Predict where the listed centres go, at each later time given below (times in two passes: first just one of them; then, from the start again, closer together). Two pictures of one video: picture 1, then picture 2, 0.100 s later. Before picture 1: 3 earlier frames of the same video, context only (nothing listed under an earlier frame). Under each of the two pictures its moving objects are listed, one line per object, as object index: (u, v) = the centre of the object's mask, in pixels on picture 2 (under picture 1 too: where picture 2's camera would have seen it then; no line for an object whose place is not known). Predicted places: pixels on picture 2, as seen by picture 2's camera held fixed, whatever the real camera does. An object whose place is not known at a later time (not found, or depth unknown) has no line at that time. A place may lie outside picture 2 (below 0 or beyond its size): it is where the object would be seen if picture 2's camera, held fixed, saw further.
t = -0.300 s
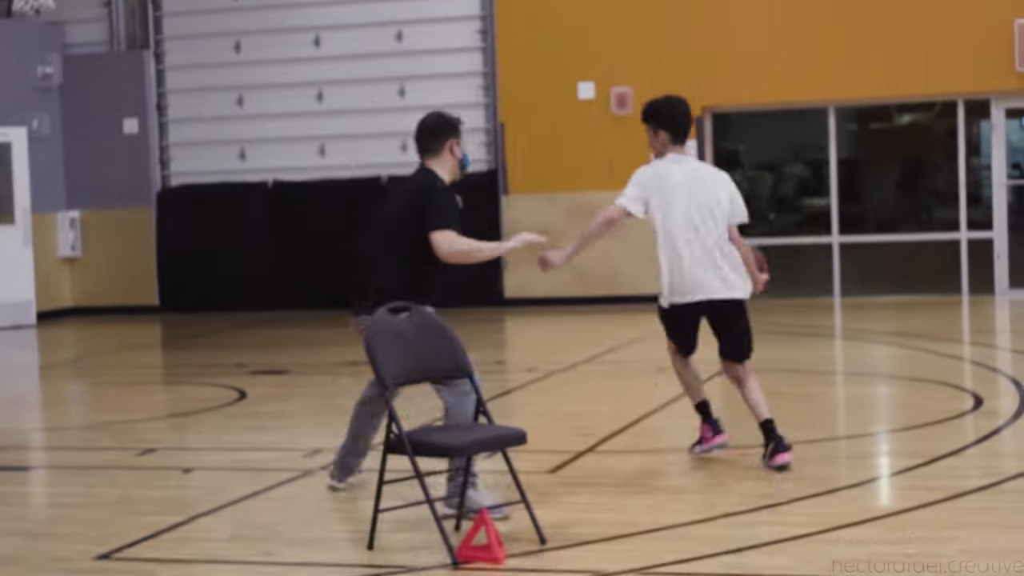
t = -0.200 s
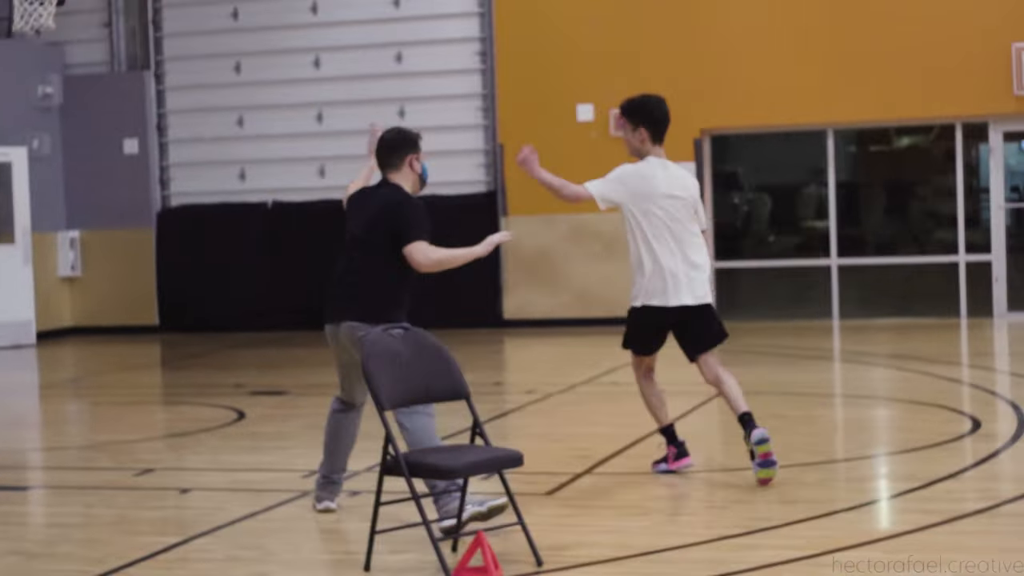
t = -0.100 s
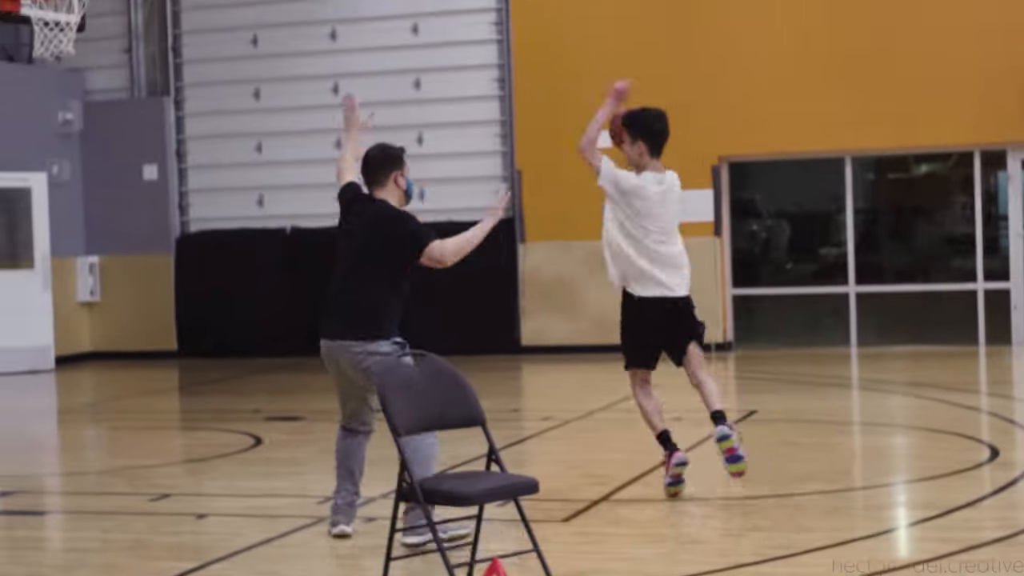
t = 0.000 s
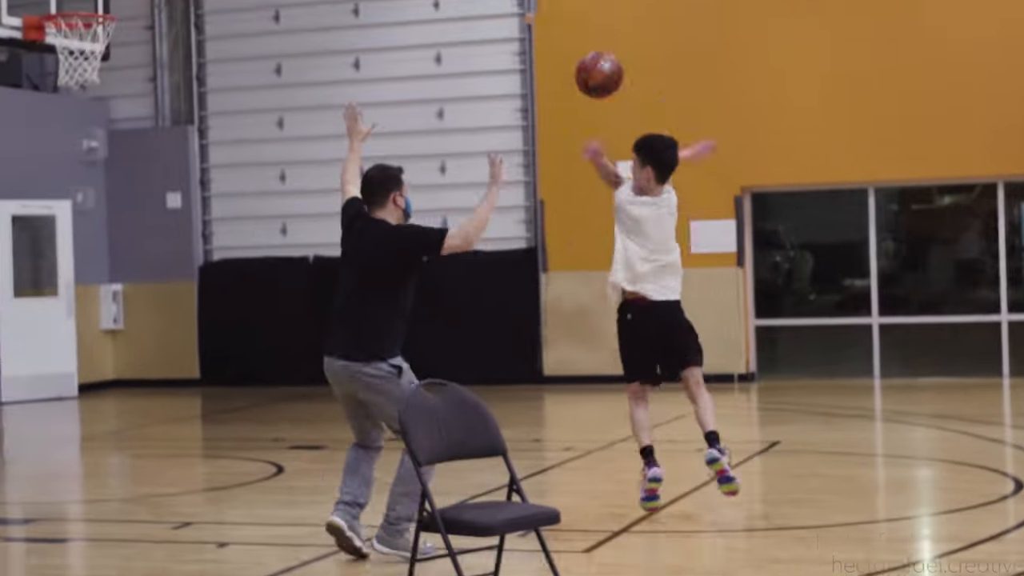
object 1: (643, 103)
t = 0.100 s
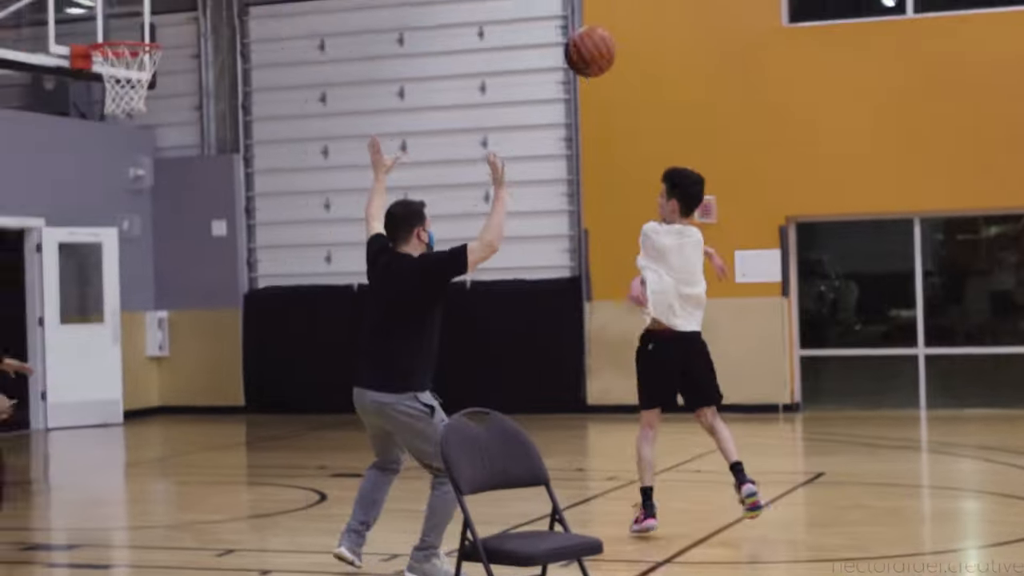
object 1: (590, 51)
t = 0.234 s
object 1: (508, 4)
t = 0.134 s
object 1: (571, 38)
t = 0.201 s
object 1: (530, 14)
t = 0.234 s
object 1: (508, 4)
